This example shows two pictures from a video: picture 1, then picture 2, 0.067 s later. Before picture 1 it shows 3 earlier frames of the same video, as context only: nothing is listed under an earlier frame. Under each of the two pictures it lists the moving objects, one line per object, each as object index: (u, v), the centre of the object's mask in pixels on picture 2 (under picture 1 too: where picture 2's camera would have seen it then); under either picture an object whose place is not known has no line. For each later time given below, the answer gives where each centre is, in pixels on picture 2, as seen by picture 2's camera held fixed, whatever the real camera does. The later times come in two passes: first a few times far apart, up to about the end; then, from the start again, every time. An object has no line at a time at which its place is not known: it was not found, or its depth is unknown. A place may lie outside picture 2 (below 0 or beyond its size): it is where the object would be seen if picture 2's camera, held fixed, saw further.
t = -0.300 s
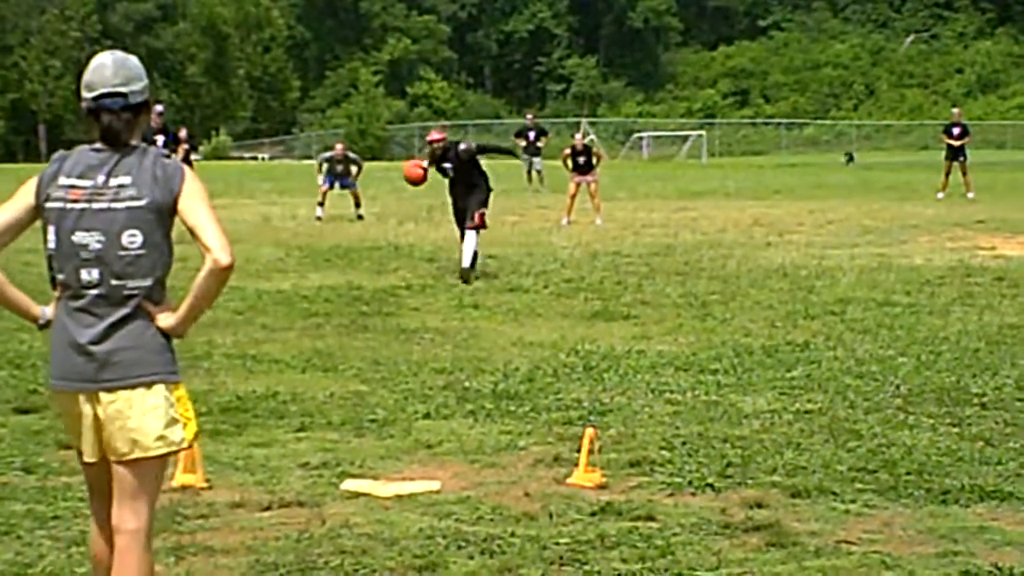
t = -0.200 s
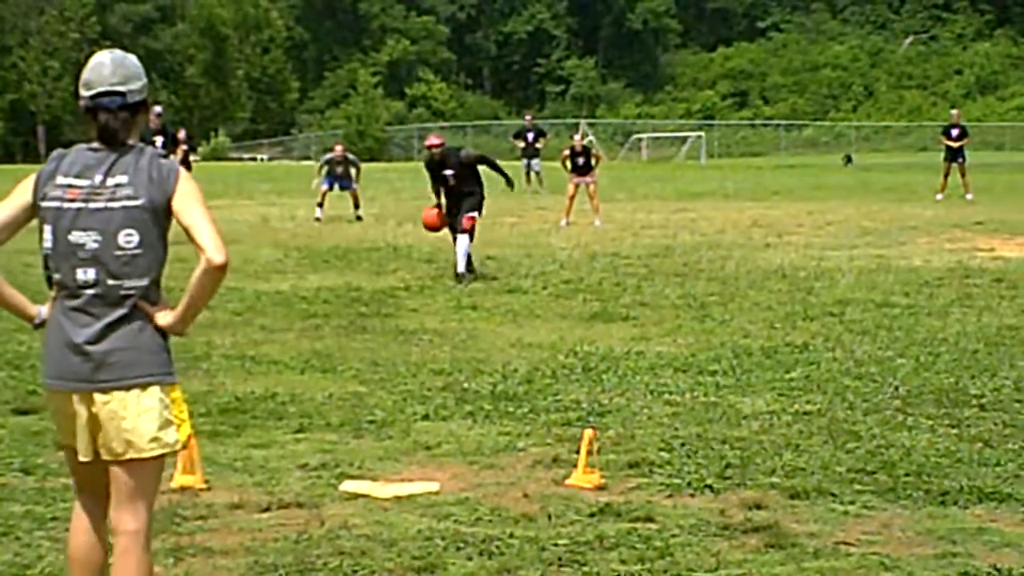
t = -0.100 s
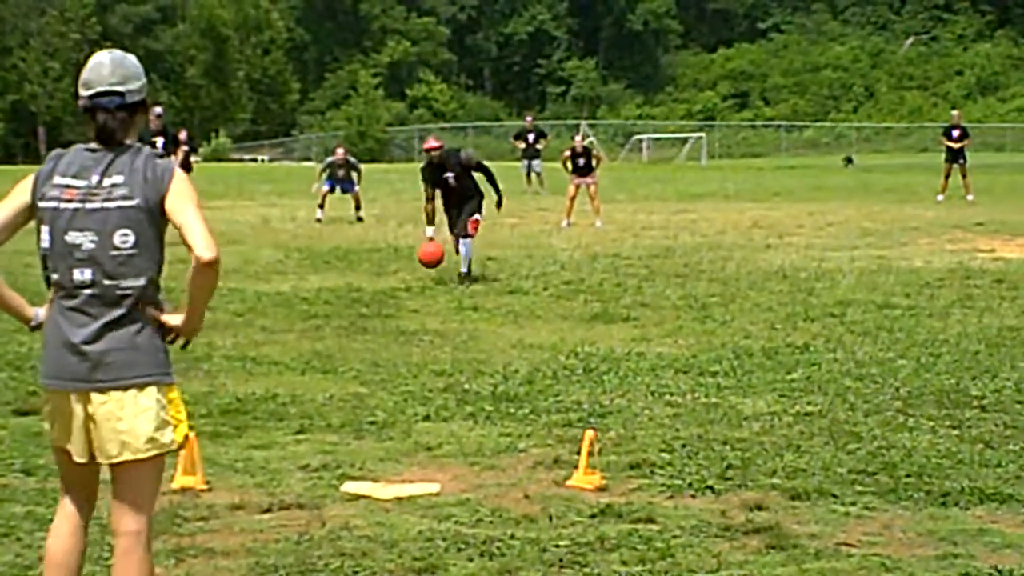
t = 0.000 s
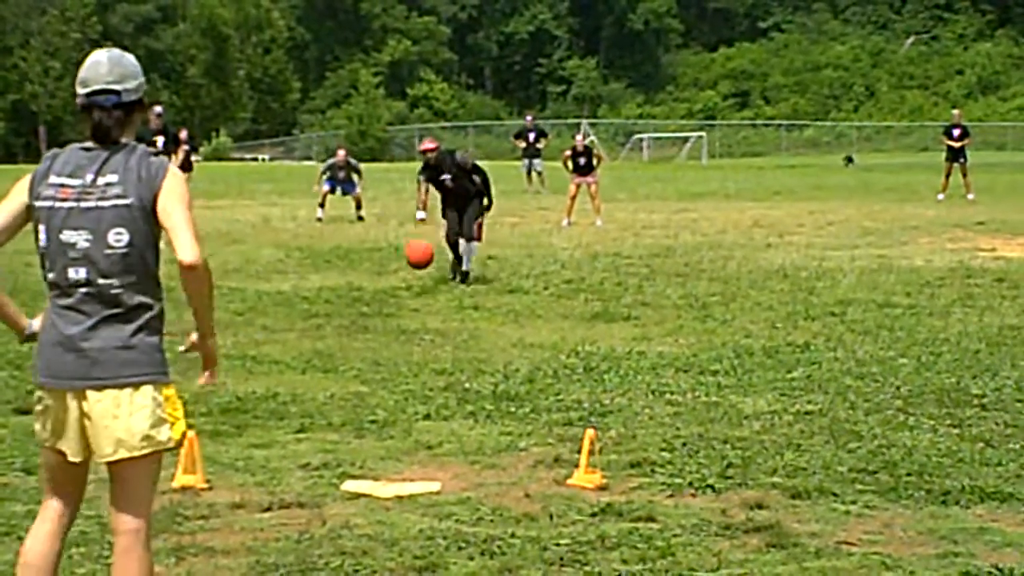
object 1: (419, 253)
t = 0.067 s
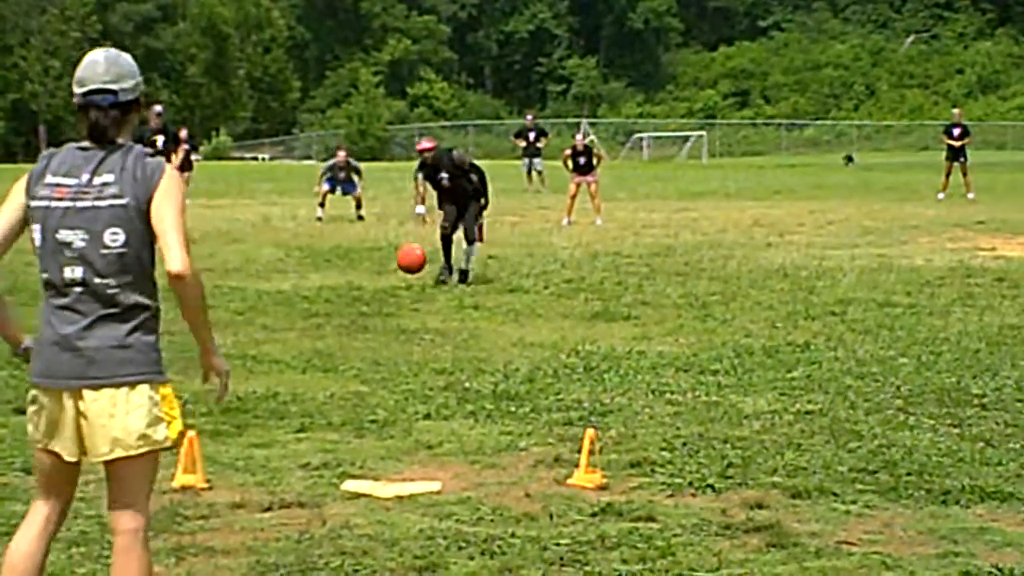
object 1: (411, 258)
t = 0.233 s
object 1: (392, 298)
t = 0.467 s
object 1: (382, 288)
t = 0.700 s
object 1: (379, 315)
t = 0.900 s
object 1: (377, 358)
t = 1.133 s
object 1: (367, 355)
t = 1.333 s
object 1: (358, 451)
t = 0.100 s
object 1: (407, 263)
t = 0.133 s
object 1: (403, 270)
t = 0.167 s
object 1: (400, 277)
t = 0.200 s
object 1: (396, 286)
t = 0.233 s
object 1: (392, 298)
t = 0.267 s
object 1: (388, 311)
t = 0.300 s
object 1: (384, 316)
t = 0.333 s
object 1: (384, 310)
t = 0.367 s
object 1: (383, 301)
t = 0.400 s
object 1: (383, 297)
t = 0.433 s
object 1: (383, 291)
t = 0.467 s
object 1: (382, 288)
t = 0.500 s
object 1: (381, 287)
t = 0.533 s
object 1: (381, 287)
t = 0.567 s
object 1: (381, 288)
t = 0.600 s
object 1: (380, 292)
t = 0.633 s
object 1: (380, 298)
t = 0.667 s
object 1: (380, 306)
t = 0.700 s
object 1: (379, 315)
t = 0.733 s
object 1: (379, 328)
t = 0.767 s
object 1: (379, 342)
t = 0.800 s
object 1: (379, 358)
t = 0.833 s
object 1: (380, 371)
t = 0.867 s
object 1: (378, 368)
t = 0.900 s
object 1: (377, 358)
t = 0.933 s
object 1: (375, 352)
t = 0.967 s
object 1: (373, 347)
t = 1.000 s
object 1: (372, 344)
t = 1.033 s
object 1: (370, 342)
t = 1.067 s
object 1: (369, 344)
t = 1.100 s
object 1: (368, 348)
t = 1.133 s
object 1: (367, 355)
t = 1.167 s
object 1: (365, 363)
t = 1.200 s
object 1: (364, 373)
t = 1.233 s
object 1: (362, 388)
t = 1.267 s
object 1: (361, 407)
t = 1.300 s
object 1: (360, 426)
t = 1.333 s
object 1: (358, 451)
